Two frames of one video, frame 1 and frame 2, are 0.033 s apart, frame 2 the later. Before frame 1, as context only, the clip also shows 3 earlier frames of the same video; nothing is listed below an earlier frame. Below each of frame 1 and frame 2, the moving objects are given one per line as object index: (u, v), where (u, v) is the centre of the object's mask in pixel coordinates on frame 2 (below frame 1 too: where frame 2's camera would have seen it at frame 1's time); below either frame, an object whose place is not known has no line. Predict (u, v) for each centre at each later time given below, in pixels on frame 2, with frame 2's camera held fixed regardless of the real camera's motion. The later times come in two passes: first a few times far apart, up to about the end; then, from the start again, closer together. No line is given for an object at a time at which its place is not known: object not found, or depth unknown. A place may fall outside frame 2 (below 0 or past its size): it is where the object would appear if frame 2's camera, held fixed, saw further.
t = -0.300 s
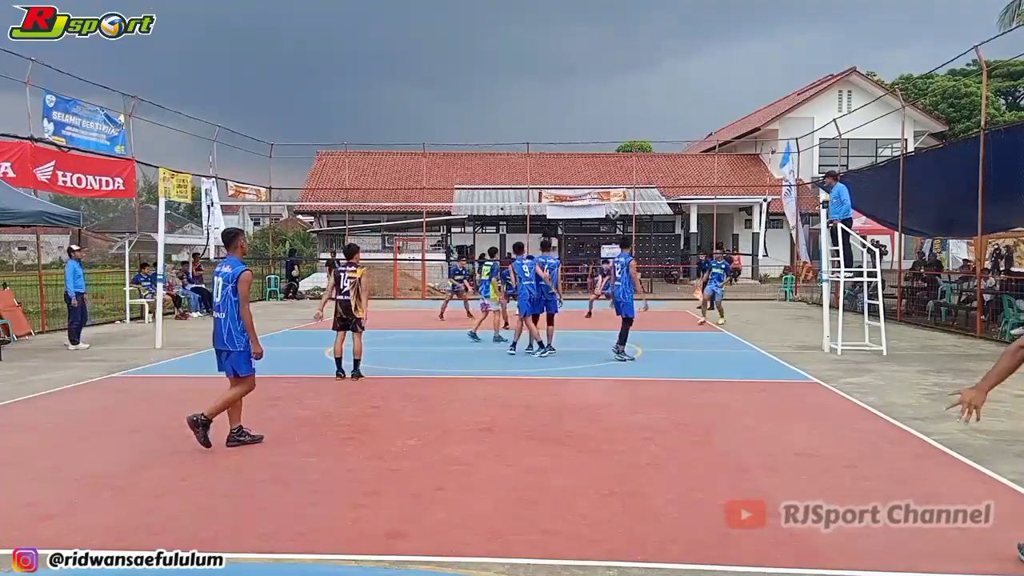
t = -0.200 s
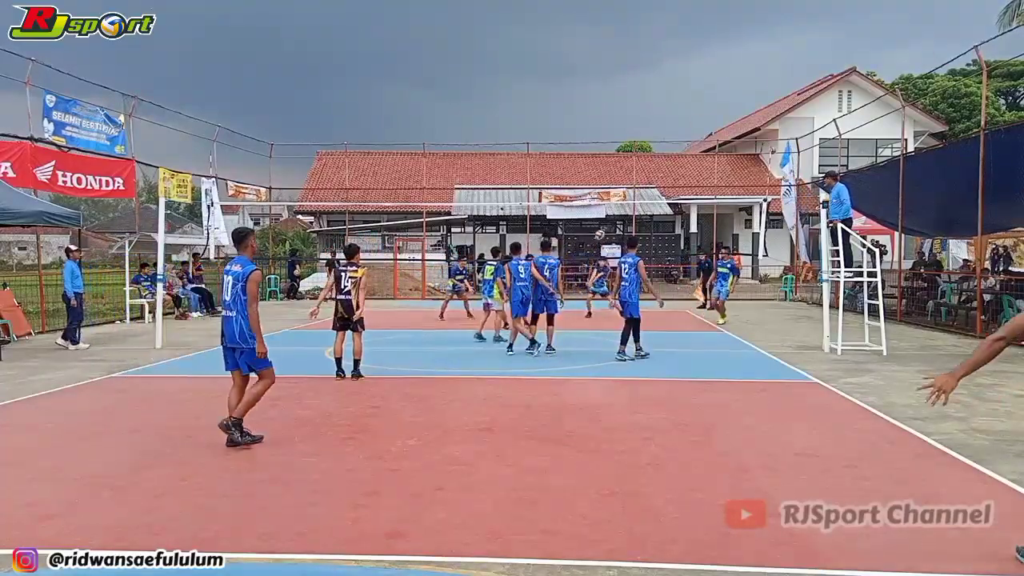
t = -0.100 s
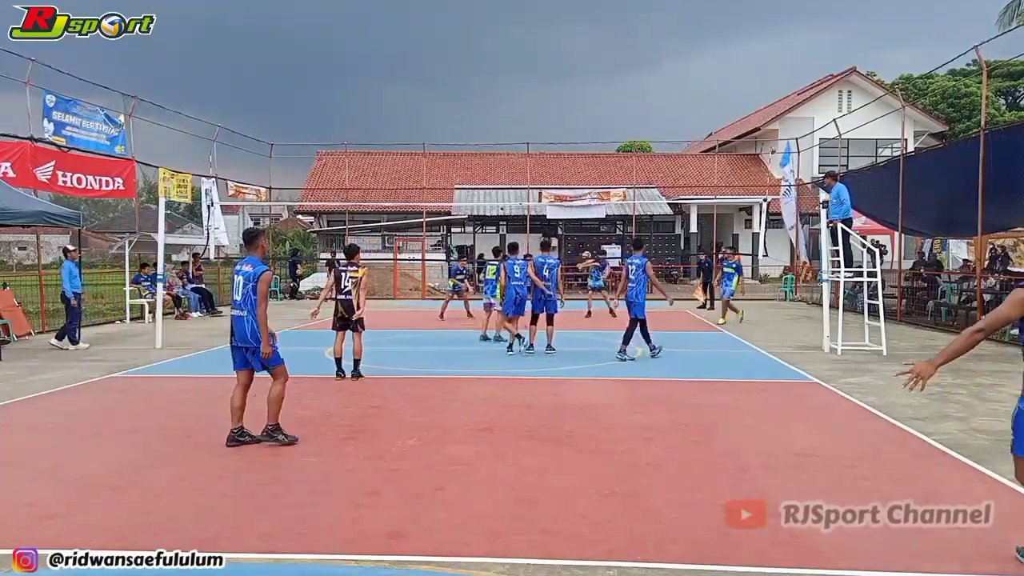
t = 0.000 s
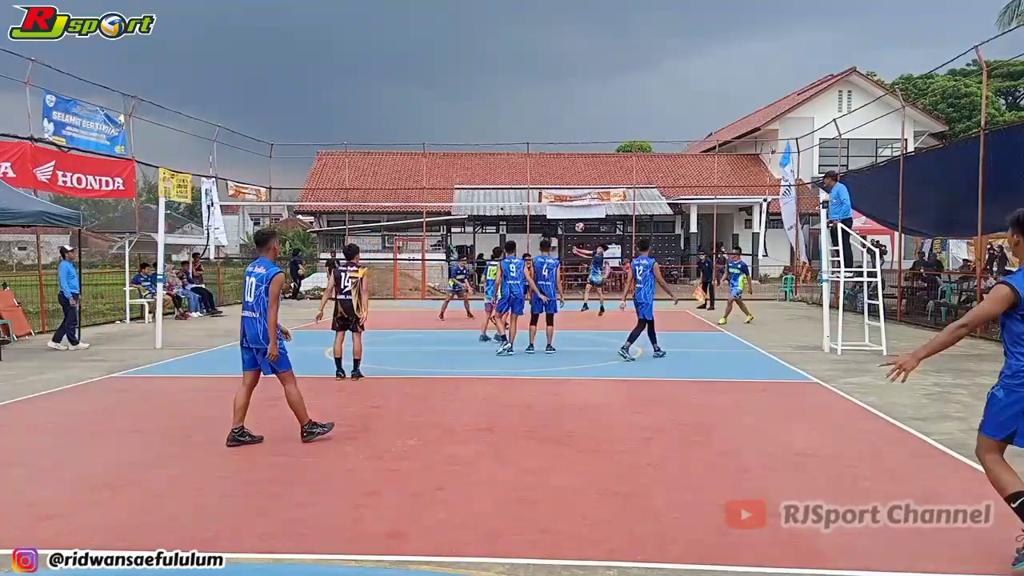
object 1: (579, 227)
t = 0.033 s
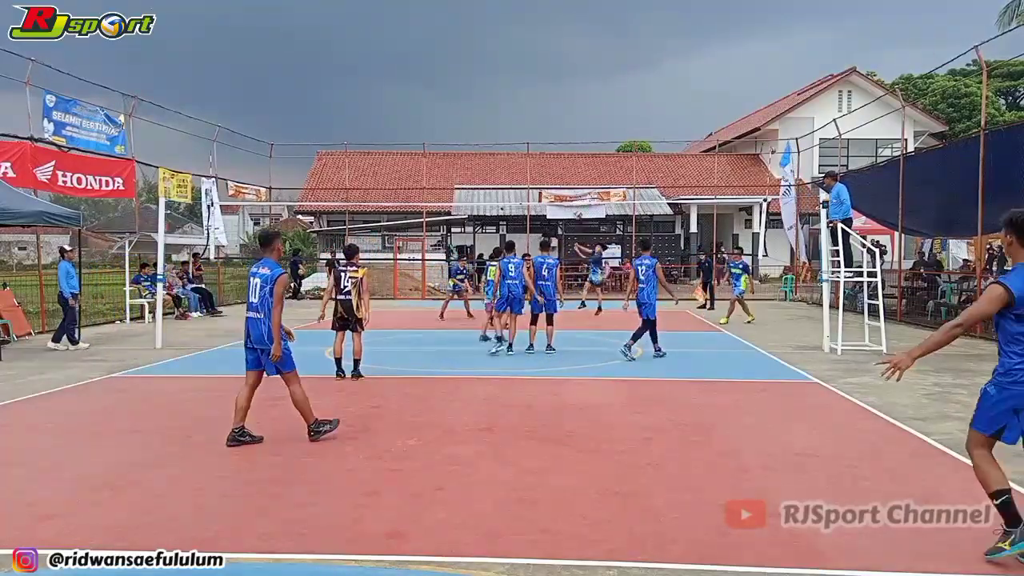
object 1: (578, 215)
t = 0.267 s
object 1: (565, 137)
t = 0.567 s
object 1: (549, 67)
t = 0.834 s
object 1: (533, 35)
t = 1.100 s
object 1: (517, 38)
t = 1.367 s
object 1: (501, 83)
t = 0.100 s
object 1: (574, 191)
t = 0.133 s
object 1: (572, 179)
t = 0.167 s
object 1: (571, 168)
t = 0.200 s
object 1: (569, 158)
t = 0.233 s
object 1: (567, 148)
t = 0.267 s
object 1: (565, 137)
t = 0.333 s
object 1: (562, 119)
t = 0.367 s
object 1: (560, 110)
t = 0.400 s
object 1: (558, 102)
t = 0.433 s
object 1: (557, 94)
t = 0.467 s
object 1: (555, 87)
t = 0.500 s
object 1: (554, 79)
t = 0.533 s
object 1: (551, 73)
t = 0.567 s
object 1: (549, 67)
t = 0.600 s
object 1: (547, 61)
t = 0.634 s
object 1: (545, 56)
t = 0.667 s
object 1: (543, 51)
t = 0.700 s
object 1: (541, 47)
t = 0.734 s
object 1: (539, 43)
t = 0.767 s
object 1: (537, 40)
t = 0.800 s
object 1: (535, 37)
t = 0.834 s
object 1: (533, 35)
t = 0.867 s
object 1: (531, 33)
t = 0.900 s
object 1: (530, 32)
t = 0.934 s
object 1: (528, 32)
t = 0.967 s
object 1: (525, 32)
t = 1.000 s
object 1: (524, 32)
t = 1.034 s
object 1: (522, 33)
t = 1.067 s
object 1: (520, 35)
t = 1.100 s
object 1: (517, 38)
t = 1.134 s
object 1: (515, 41)
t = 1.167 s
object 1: (513, 44)
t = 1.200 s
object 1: (511, 49)
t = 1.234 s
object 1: (509, 54)
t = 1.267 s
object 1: (507, 61)
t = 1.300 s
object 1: (505, 67)
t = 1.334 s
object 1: (503, 74)
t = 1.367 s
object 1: (501, 83)
